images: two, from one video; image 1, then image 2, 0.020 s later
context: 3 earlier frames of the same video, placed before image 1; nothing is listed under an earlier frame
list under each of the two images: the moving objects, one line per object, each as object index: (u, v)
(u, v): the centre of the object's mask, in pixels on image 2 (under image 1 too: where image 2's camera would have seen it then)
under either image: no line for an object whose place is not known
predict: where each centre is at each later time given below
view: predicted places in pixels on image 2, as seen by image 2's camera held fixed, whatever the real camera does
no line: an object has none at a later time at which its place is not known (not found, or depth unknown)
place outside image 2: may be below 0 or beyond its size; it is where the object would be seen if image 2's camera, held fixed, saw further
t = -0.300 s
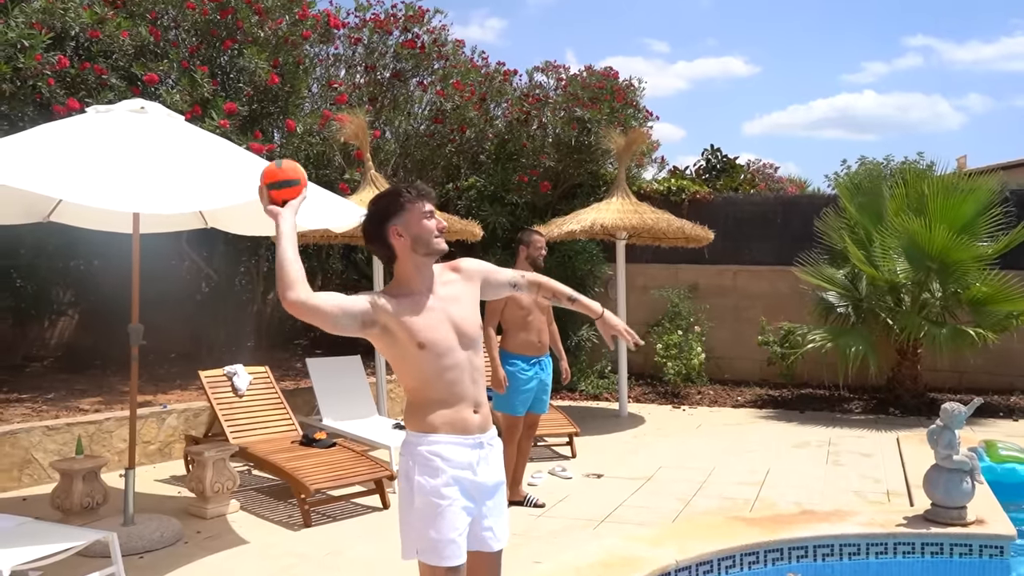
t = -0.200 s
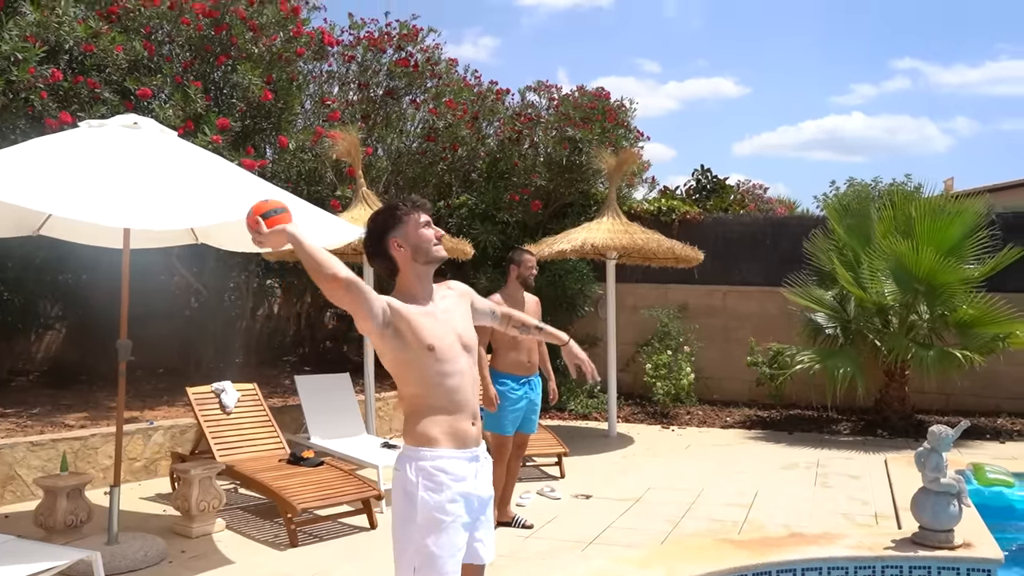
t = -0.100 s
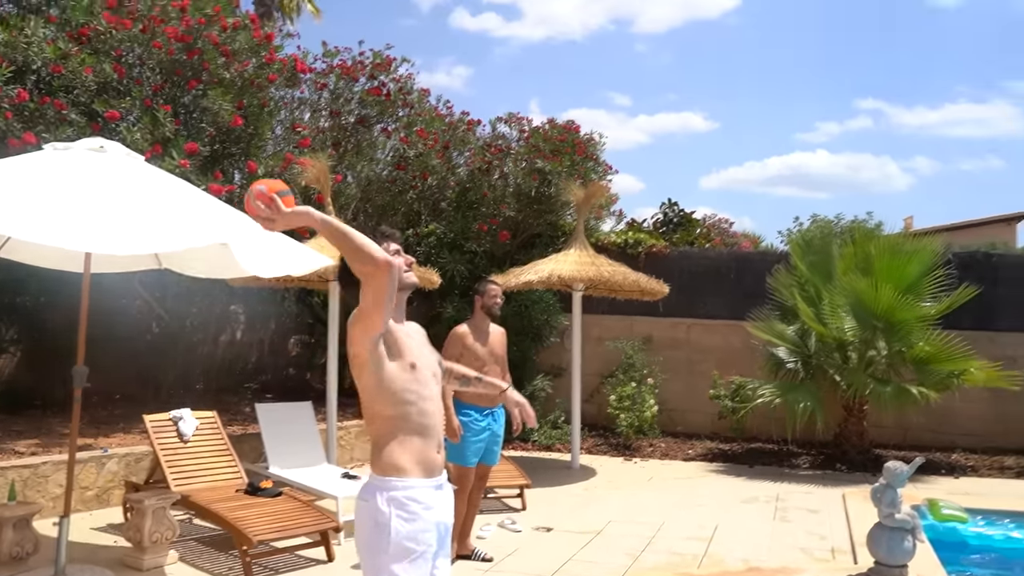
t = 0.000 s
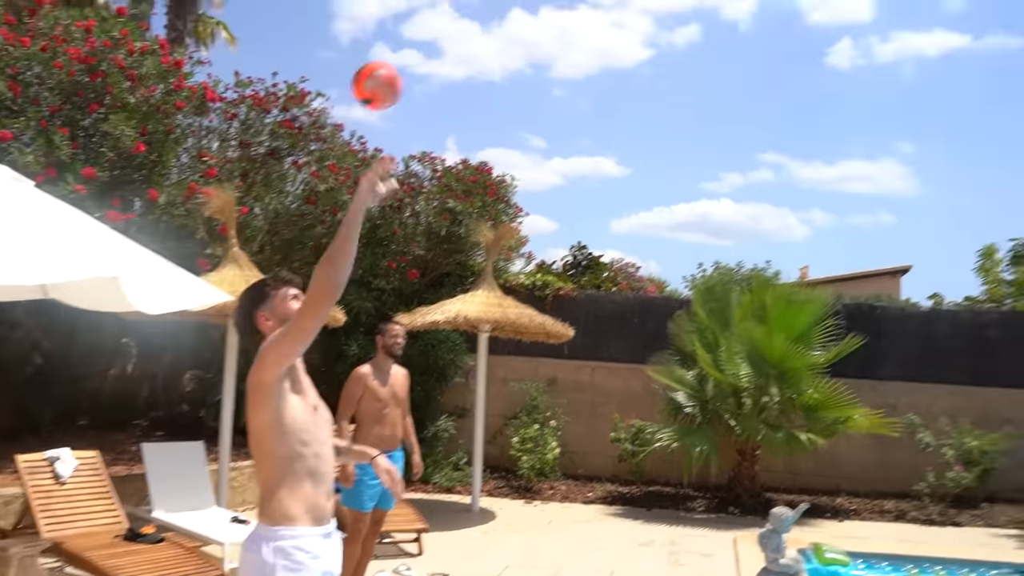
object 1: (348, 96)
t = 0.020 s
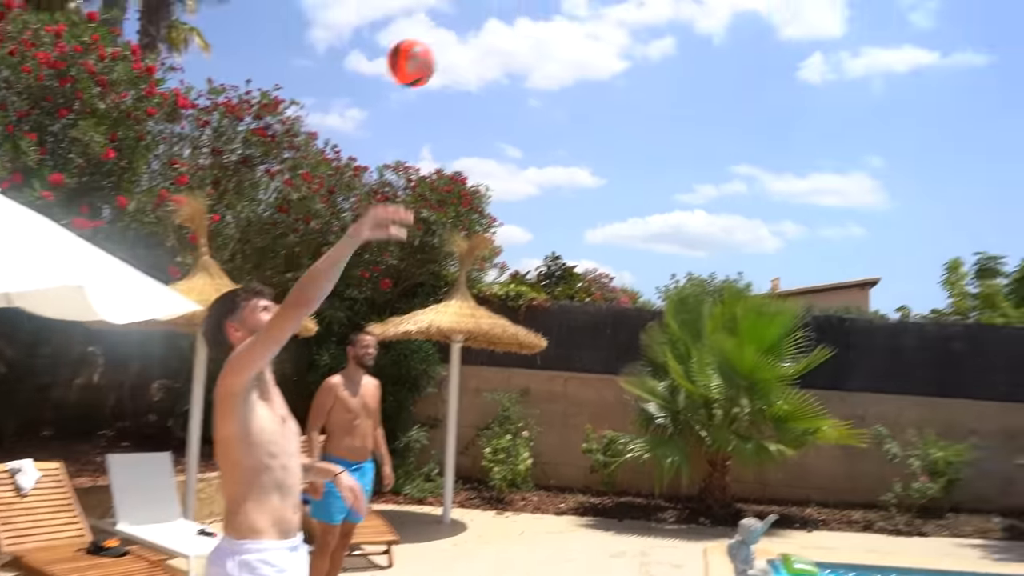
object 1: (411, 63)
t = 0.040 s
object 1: (471, 32)
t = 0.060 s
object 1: (528, 4)
